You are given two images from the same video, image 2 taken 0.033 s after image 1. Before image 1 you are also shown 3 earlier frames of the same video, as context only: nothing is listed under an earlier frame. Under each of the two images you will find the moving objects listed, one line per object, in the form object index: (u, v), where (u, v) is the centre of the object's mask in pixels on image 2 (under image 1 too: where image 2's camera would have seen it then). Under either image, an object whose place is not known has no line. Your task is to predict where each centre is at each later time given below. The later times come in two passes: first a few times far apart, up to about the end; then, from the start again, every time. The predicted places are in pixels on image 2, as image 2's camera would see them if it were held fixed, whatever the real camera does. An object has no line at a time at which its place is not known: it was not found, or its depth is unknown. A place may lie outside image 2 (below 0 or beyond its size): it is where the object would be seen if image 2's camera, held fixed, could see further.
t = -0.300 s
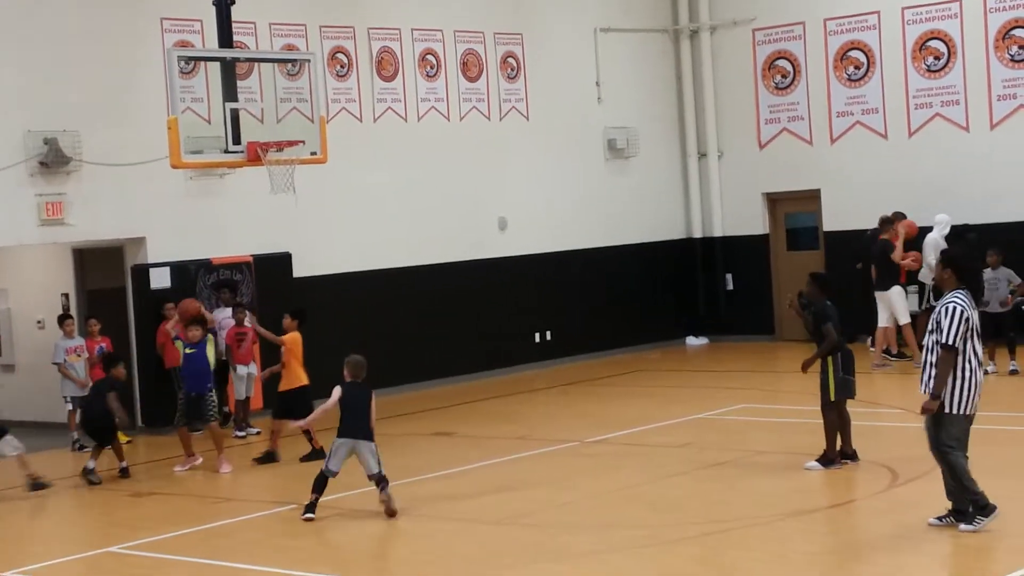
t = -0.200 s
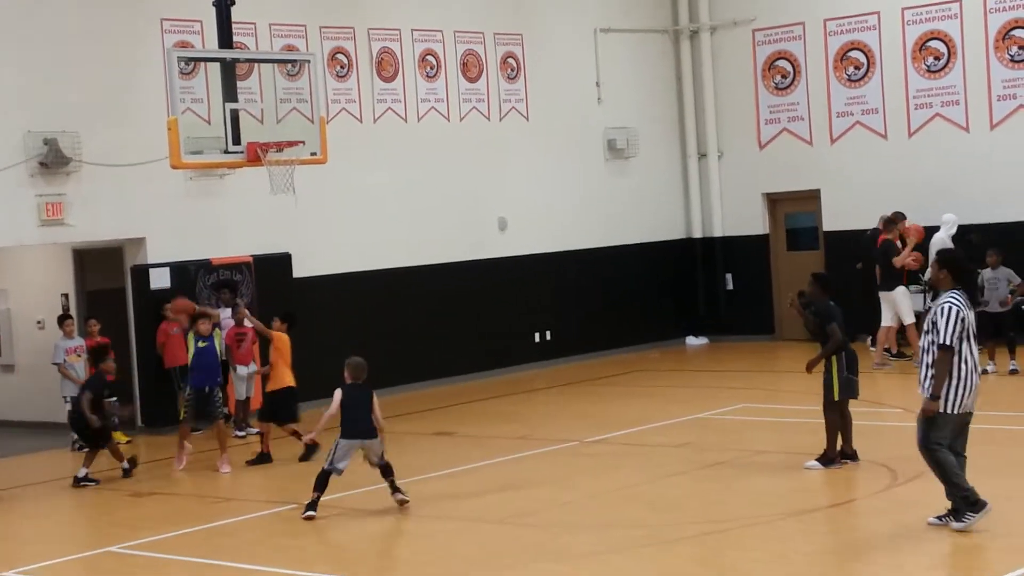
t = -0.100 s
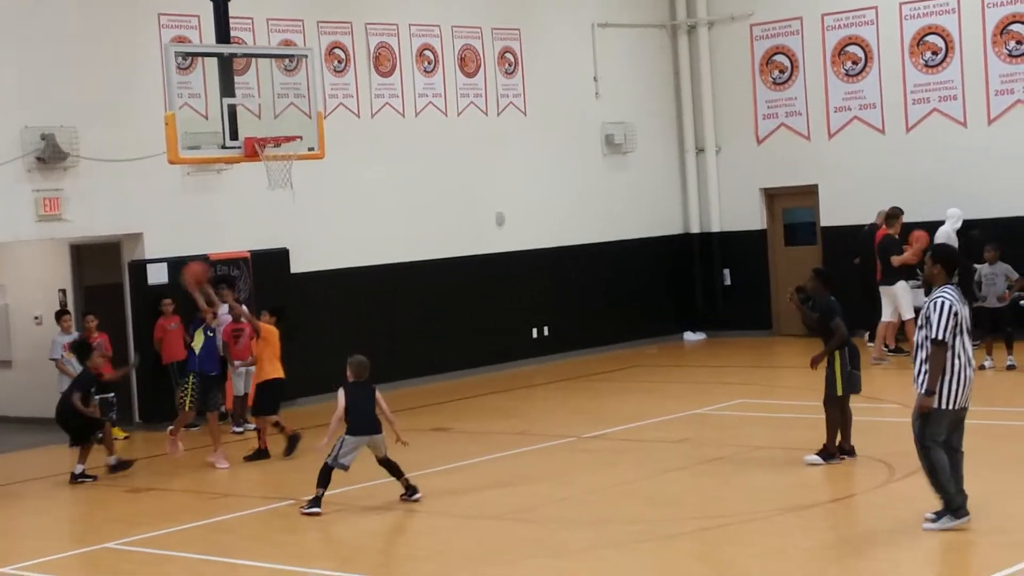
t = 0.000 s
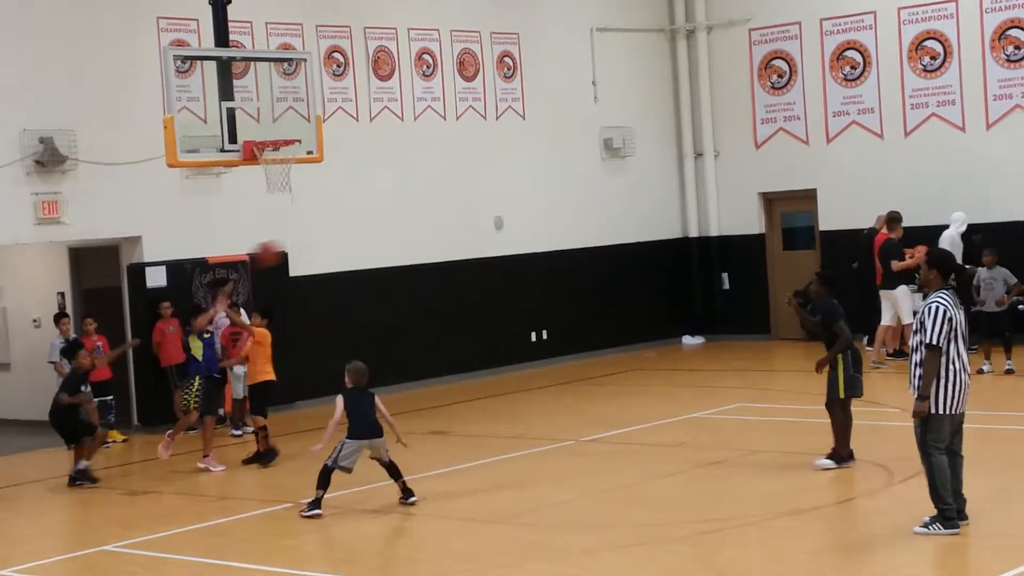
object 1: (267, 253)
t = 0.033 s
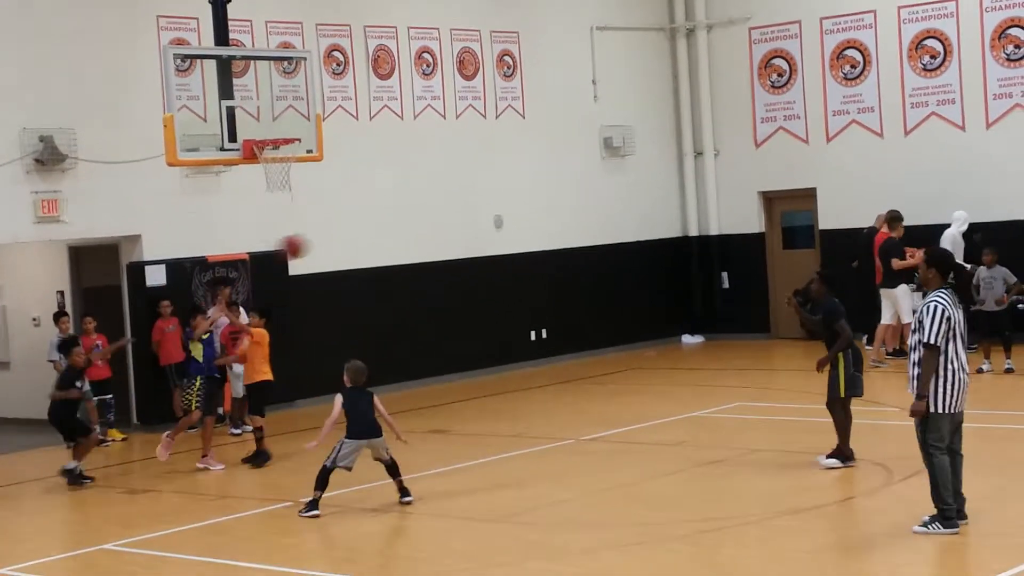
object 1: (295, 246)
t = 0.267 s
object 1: (478, 242)
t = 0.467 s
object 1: (653, 289)
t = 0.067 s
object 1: (318, 243)
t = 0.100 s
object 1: (345, 240)
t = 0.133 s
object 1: (372, 237)
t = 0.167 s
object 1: (398, 237)
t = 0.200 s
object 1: (425, 238)
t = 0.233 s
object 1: (452, 240)
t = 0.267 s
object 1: (478, 242)
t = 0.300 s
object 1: (508, 248)
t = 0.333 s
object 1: (538, 254)
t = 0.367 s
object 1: (567, 261)
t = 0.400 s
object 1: (595, 269)
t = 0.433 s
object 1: (624, 278)
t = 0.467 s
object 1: (653, 289)
